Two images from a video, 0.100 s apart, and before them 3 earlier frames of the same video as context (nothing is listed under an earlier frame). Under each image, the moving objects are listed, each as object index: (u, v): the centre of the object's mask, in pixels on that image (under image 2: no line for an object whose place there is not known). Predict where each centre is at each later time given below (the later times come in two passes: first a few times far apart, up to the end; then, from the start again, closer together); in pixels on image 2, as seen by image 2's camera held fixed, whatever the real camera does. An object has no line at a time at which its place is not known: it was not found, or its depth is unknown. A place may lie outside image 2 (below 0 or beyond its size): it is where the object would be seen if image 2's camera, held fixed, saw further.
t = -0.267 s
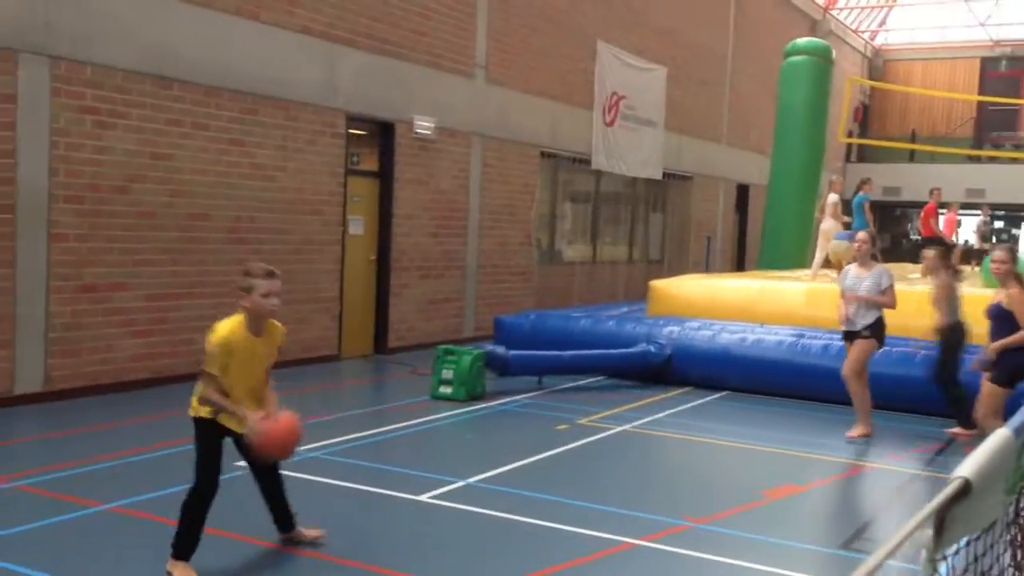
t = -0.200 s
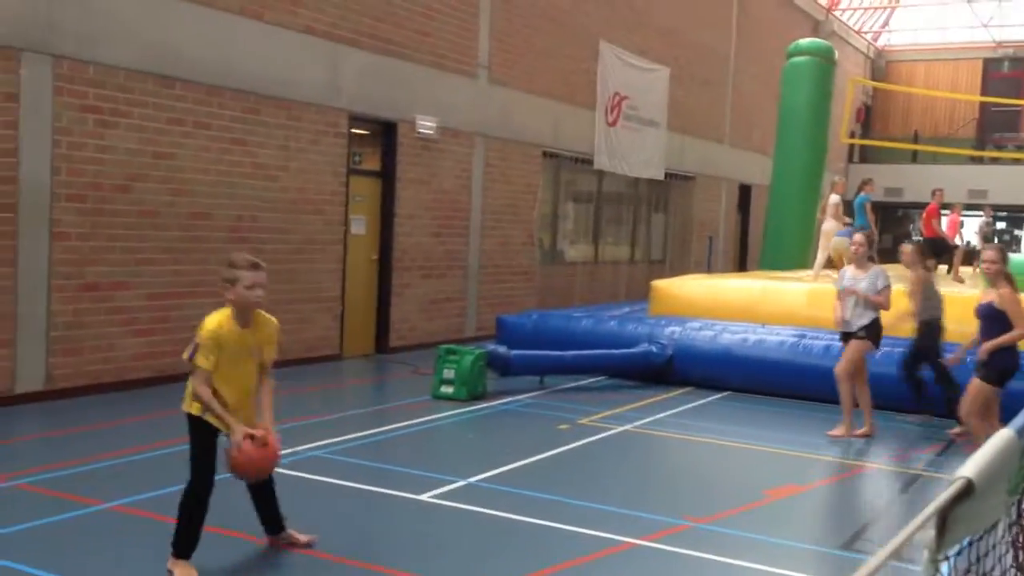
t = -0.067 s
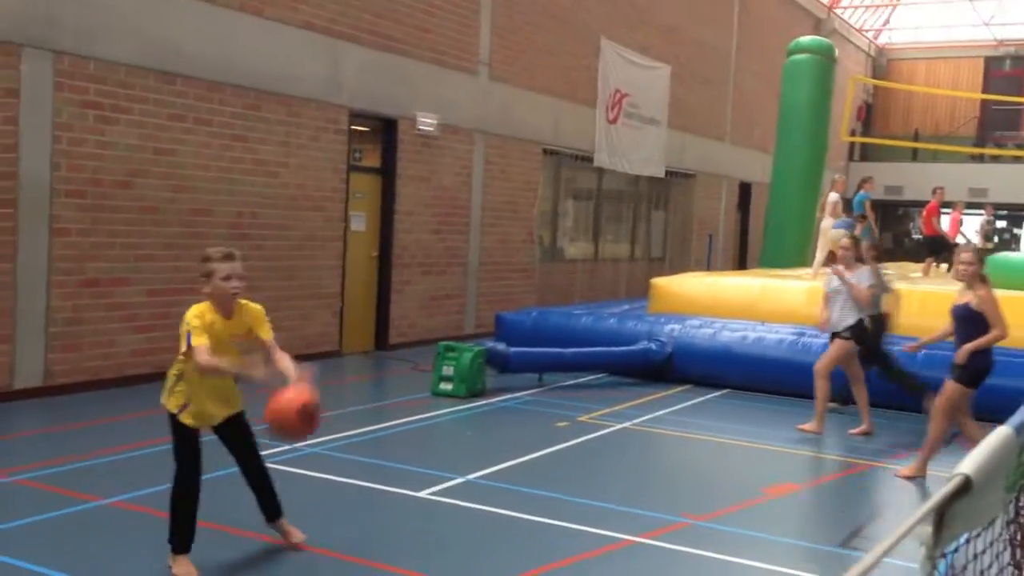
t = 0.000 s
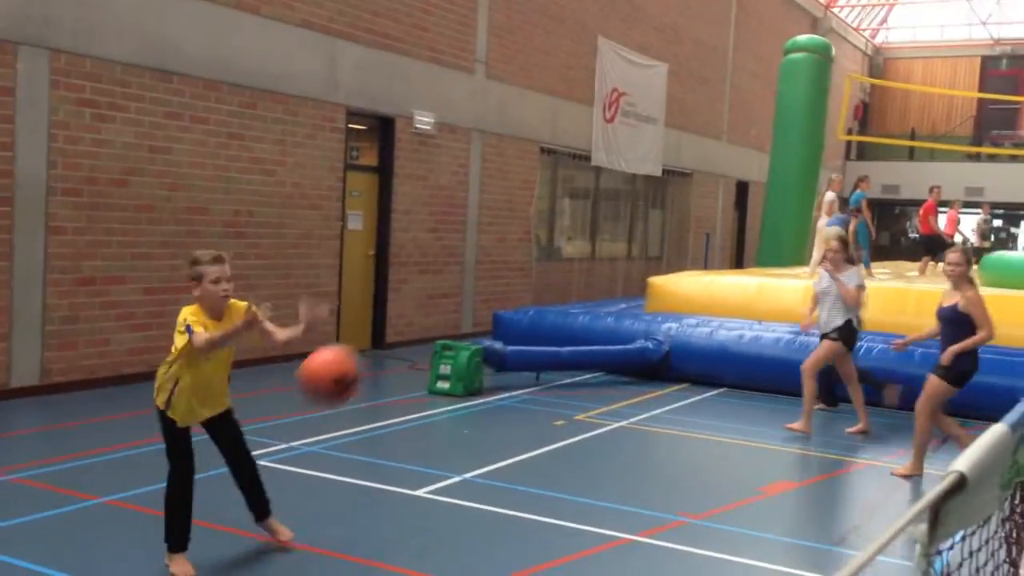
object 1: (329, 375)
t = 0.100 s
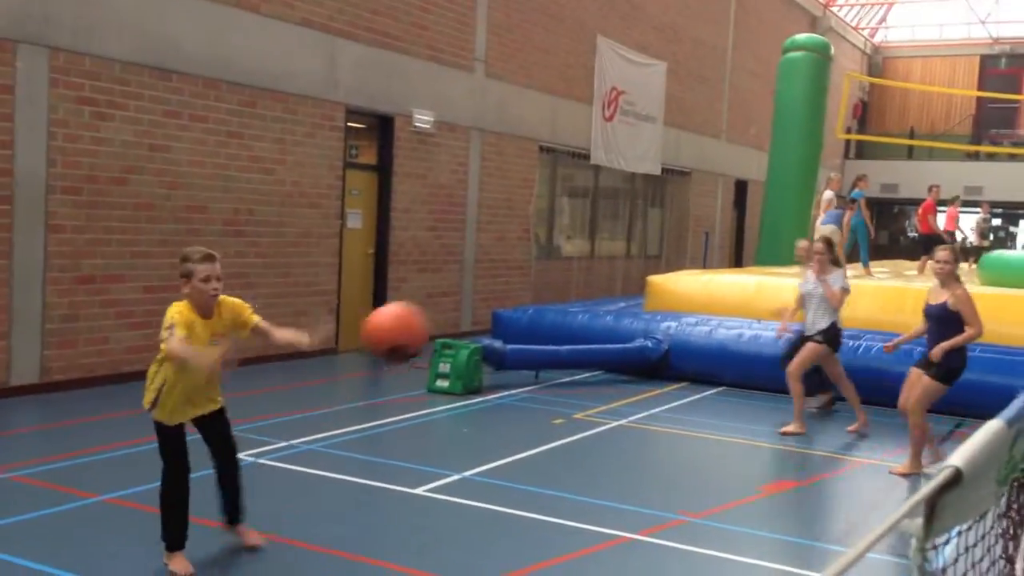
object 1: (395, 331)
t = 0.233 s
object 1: (495, 315)
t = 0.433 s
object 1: (683, 403)
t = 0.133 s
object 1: (417, 323)
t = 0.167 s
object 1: (442, 317)
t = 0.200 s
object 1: (467, 314)
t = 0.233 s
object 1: (495, 315)
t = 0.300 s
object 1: (551, 328)
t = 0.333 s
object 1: (583, 340)
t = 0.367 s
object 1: (615, 357)
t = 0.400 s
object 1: (648, 377)
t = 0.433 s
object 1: (683, 403)
